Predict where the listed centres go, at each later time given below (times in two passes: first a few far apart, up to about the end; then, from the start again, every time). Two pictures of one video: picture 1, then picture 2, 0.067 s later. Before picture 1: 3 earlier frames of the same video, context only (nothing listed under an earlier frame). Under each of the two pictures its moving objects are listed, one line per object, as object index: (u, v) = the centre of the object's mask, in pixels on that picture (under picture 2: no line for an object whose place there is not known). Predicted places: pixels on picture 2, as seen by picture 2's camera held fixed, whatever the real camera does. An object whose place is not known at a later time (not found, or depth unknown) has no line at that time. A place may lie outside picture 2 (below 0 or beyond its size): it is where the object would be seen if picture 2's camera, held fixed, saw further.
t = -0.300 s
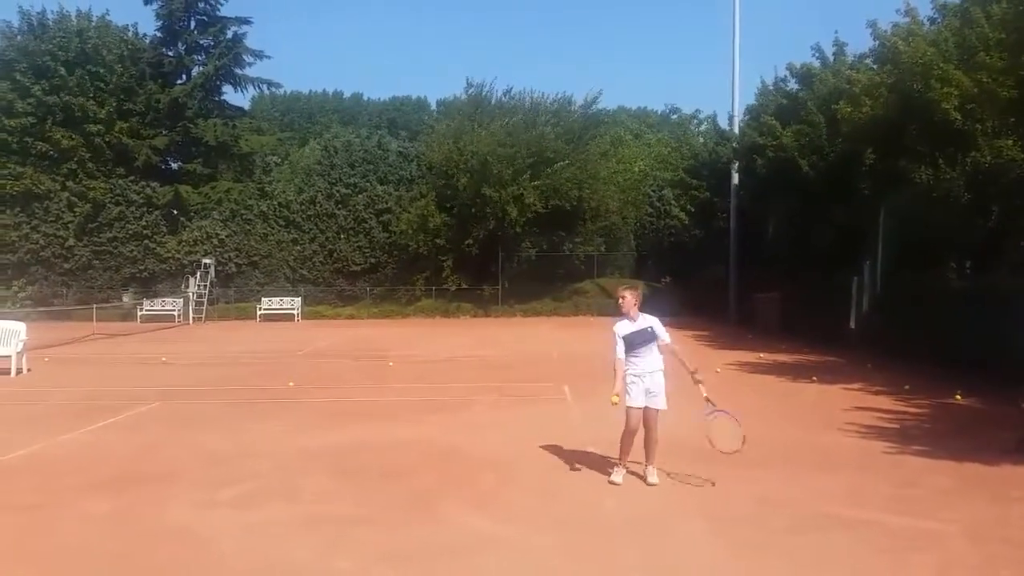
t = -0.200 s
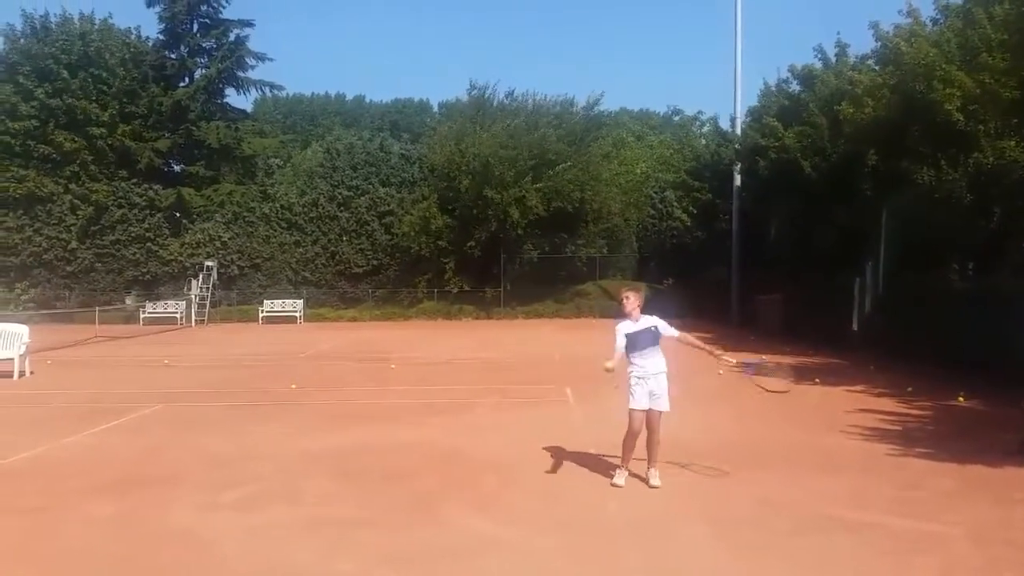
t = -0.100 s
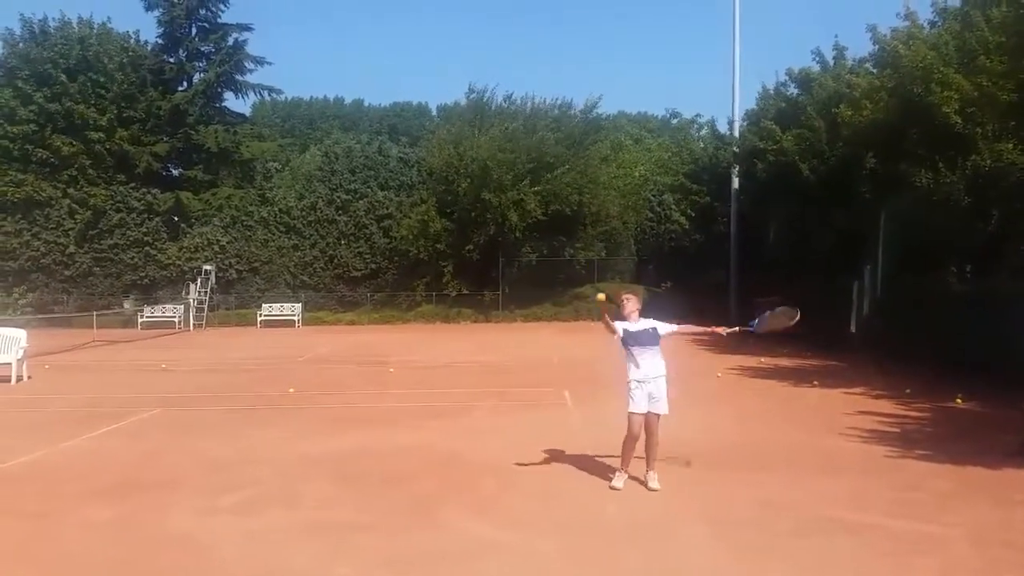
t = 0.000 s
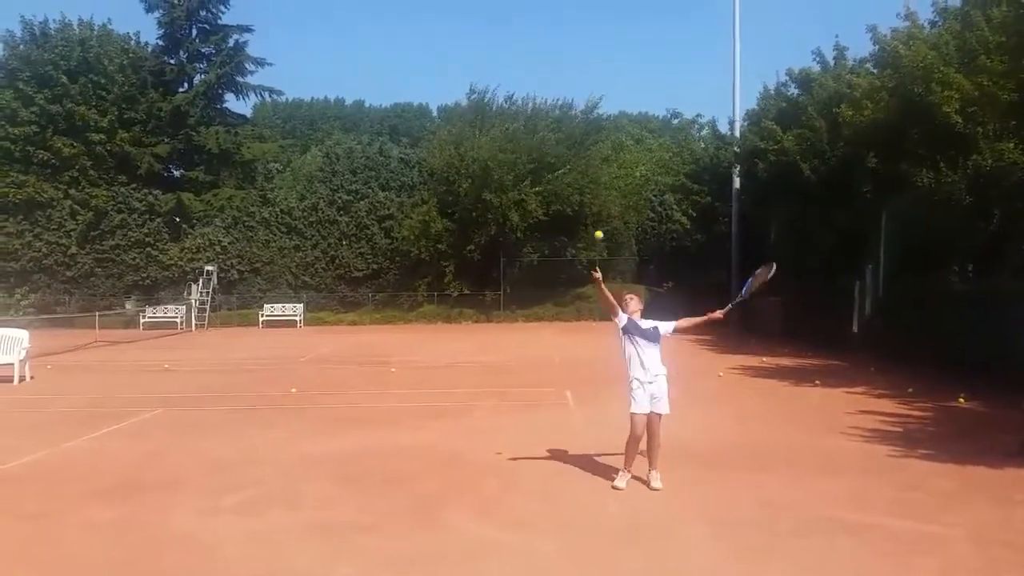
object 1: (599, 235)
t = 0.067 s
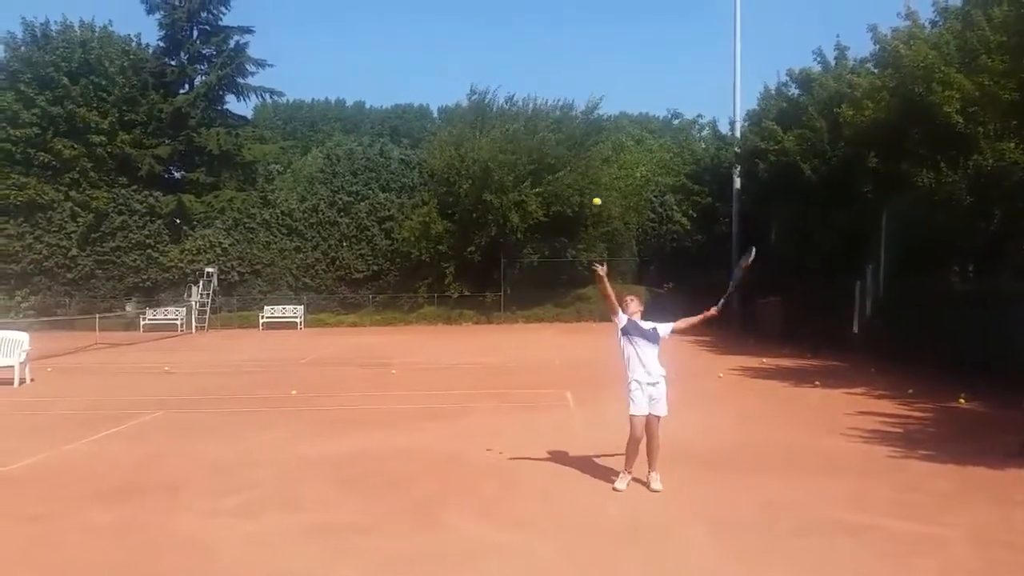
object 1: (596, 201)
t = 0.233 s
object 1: (592, 143)
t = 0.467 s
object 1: (585, 117)
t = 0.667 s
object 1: (581, 151)
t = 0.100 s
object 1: (595, 187)
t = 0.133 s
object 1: (594, 173)
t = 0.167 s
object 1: (593, 161)
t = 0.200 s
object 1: (593, 151)
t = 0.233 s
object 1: (592, 143)
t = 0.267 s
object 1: (590, 134)
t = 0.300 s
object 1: (589, 128)
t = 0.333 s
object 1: (588, 123)
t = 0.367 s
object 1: (587, 119)
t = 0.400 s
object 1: (587, 117)
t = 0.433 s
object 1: (586, 117)
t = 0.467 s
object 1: (585, 117)
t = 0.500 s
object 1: (584, 119)
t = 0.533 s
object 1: (584, 122)
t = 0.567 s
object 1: (584, 128)
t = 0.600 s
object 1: (583, 134)
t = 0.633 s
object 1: (582, 142)
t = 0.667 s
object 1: (581, 151)
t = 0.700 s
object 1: (581, 161)
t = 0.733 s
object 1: (580, 173)
